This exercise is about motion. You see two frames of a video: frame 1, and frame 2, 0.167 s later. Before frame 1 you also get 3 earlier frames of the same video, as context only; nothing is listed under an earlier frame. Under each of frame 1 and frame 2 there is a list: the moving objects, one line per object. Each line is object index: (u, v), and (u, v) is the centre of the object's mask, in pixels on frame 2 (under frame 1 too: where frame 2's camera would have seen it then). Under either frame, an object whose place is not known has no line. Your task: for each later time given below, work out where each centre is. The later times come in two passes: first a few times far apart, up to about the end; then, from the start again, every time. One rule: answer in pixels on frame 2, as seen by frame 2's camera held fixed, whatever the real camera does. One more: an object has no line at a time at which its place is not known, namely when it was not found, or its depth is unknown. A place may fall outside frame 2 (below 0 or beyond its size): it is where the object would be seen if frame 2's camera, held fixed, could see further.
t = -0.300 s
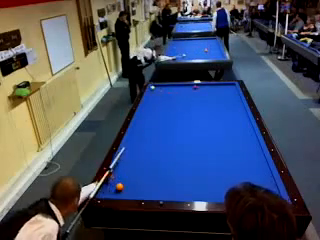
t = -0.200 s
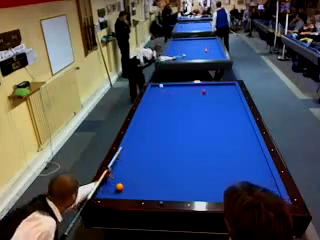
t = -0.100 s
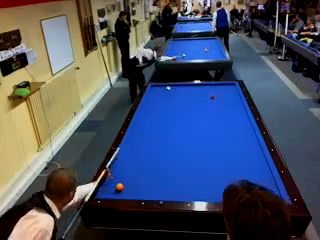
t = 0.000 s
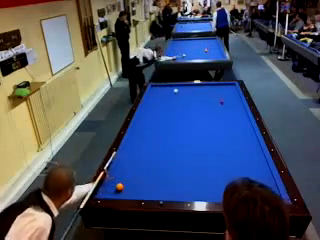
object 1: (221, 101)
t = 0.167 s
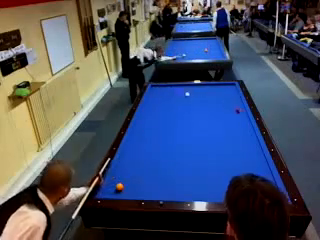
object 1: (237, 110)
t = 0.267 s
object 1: (244, 115)
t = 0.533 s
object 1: (234, 131)
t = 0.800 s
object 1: (223, 150)
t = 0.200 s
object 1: (241, 111)
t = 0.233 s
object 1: (243, 112)
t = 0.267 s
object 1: (244, 115)
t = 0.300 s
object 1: (243, 116)
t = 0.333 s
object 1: (241, 118)
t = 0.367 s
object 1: (240, 120)
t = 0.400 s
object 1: (238, 122)
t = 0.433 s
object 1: (237, 123)
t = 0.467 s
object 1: (236, 126)
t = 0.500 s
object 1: (235, 128)
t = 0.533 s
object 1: (234, 131)
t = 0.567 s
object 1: (233, 133)
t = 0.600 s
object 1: (231, 135)
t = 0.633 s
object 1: (230, 138)
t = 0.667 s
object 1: (229, 140)
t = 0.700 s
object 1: (228, 143)
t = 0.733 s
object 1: (226, 145)
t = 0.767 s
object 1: (225, 148)
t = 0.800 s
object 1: (223, 150)
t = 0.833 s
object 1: (222, 153)
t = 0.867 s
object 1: (220, 156)
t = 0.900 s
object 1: (219, 159)
